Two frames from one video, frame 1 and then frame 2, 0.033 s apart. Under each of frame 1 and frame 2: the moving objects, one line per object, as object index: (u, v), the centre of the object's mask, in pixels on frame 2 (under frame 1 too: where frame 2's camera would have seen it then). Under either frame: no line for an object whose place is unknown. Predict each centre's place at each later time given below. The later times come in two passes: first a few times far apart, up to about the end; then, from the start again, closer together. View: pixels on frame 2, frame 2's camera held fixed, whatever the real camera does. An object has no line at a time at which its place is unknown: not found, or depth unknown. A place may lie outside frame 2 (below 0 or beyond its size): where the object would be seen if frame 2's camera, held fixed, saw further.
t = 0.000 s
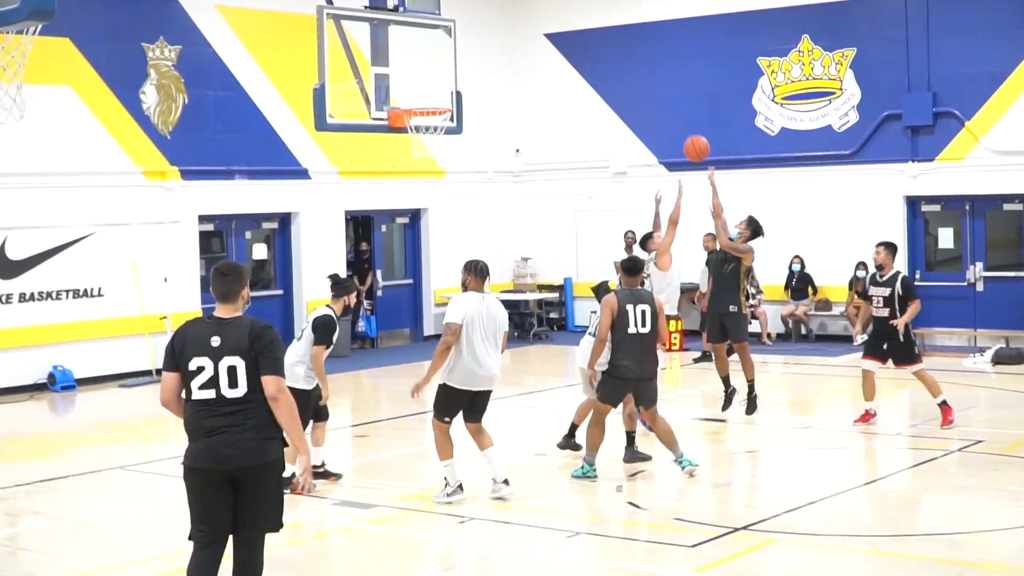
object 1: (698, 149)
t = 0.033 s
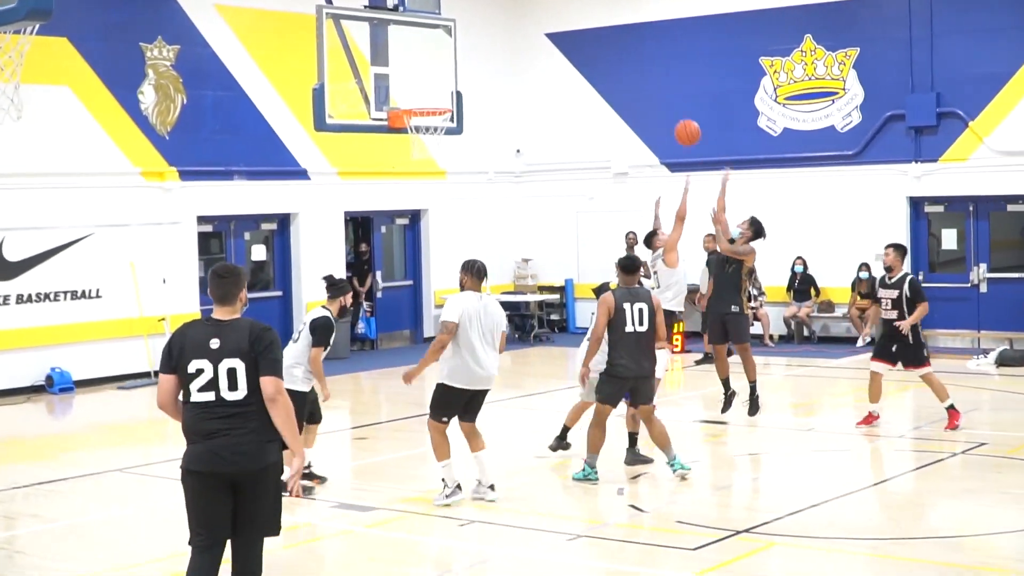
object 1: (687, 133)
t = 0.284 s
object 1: (605, 49)
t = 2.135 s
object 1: (444, 212)
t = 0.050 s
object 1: (682, 125)
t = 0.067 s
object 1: (676, 118)
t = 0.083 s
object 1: (671, 111)
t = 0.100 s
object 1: (665, 104)
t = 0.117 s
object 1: (660, 98)
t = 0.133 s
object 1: (655, 91)
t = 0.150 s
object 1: (649, 86)
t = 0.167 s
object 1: (644, 80)
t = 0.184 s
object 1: (638, 75)
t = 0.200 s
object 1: (632, 70)
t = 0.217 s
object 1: (627, 65)
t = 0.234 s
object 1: (622, 61)
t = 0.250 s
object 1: (616, 57)
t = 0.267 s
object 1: (610, 53)
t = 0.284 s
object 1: (605, 49)
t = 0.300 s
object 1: (600, 45)
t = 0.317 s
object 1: (594, 42)
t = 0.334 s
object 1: (589, 40)
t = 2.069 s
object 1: (443, 186)
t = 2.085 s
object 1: (443, 192)
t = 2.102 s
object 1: (443, 198)
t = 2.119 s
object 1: (444, 205)
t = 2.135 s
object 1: (444, 212)
